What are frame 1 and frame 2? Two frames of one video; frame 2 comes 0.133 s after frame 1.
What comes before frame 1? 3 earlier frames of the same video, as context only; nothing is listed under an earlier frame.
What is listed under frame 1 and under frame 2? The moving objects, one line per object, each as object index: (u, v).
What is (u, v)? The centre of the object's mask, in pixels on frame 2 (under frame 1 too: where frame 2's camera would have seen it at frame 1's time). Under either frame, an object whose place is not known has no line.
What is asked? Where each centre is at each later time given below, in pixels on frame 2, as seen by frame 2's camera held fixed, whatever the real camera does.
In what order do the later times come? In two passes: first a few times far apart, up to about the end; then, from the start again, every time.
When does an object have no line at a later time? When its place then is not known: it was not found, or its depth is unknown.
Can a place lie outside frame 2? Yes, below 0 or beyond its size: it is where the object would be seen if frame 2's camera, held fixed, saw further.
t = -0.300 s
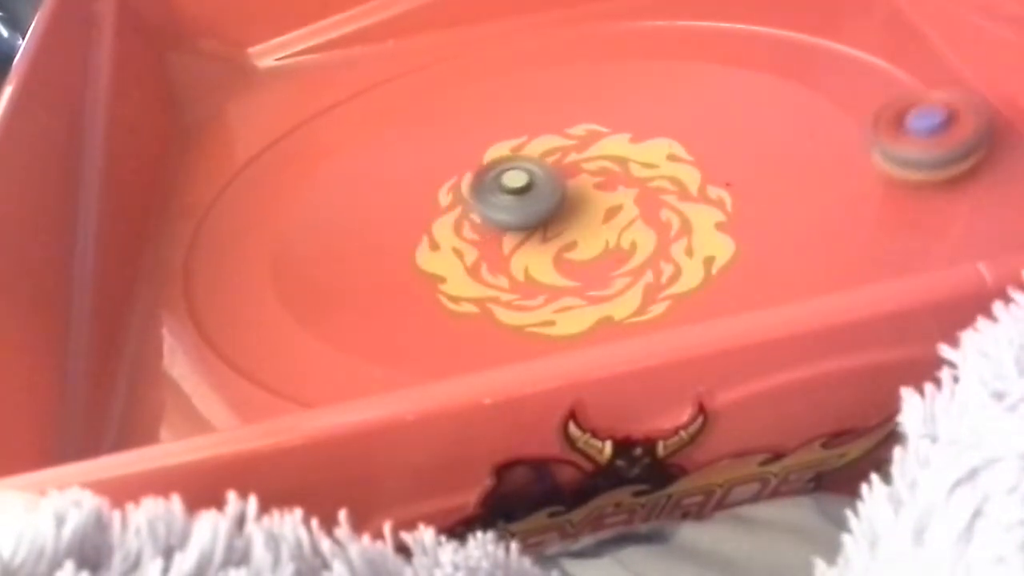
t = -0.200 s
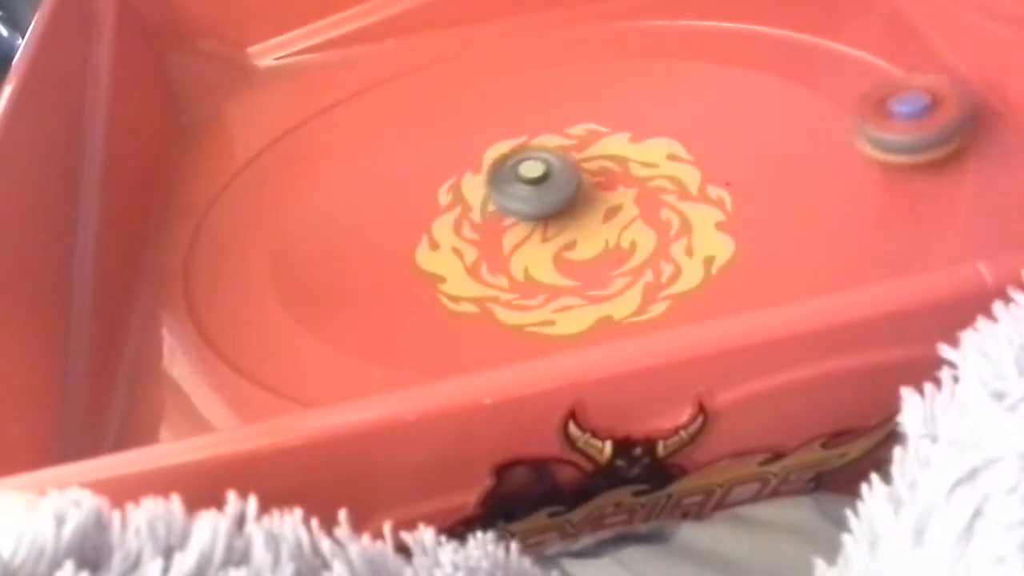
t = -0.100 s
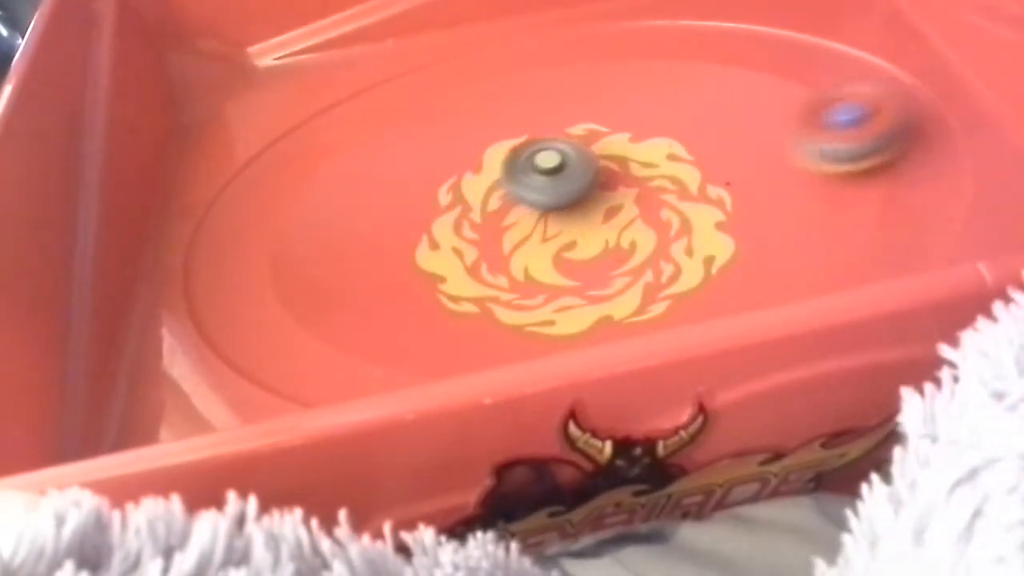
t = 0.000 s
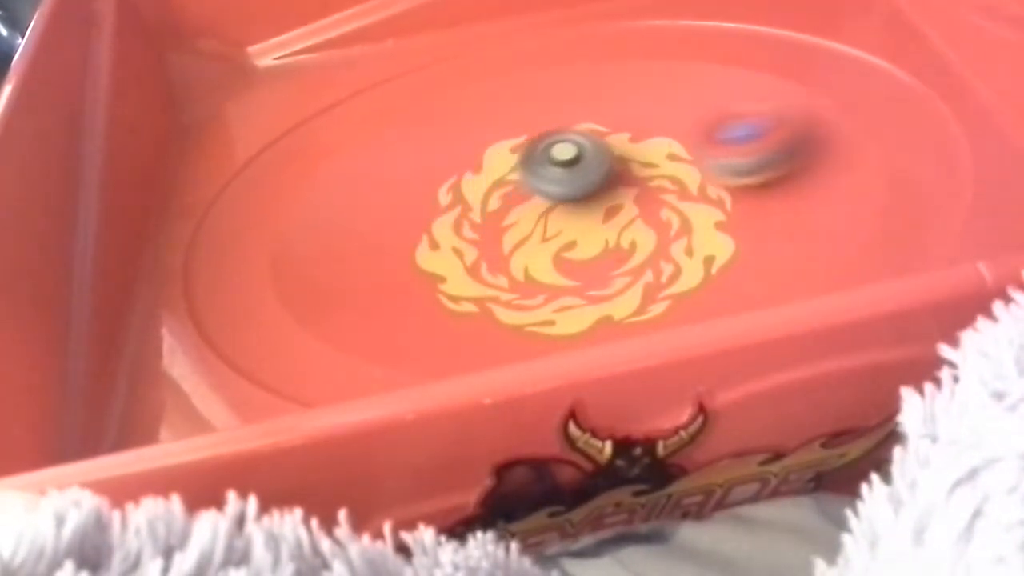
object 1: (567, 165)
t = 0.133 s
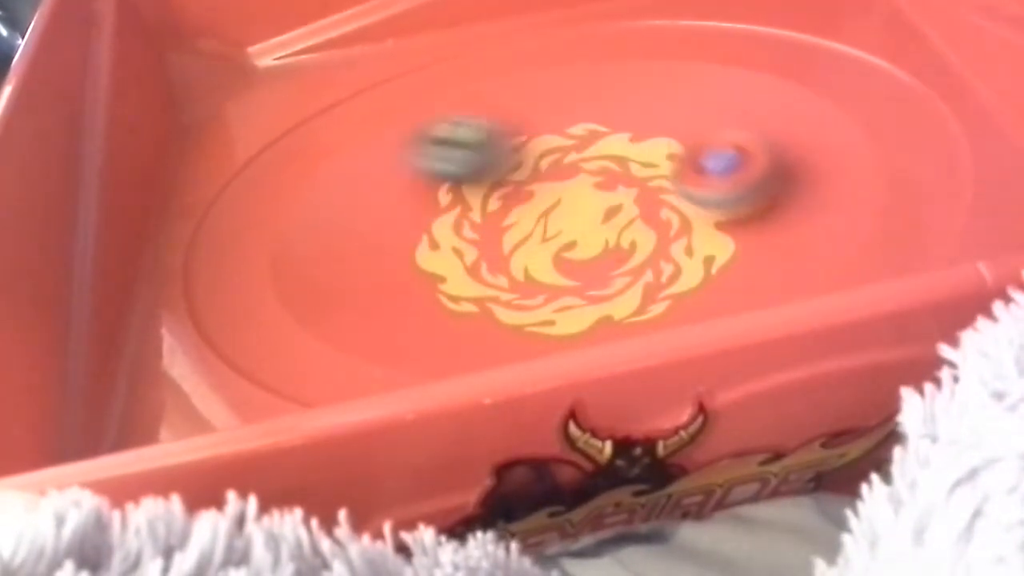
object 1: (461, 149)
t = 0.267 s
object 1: (328, 164)
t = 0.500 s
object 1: (368, 296)
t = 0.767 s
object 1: (723, 283)
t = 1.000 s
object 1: (859, 152)
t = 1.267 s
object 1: (675, 81)
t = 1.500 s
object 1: (438, 174)
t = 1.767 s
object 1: (479, 322)
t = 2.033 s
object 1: (794, 229)
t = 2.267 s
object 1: (726, 117)
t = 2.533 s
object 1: (453, 143)
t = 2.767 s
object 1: (361, 264)
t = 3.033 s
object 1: (610, 301)
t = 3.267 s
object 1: (743, 174)
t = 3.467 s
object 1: (653, 109)
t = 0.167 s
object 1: (419, 143)
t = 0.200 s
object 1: (384, 143)
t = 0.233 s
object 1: (354, 150)
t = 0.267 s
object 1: (328, 164)
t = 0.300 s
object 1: (310, 182)
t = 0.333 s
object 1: (298, 204)
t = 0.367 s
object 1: (295, 224)
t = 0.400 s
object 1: (300, 245)
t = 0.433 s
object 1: (312, 263)
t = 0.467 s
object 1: (333, 280)
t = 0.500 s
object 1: (368, 296)
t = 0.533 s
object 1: (406, 308)
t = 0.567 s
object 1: (452, 314)
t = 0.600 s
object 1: (502, 316)
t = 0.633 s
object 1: (554, 309)
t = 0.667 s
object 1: (608, 297)
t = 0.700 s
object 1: (649, 288)
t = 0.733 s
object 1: (686, 289)
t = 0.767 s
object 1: (723, 283)
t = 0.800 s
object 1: (755, 274)
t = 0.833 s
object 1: (783, 261)
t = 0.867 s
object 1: (809, 243)
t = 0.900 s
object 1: (829, 221)
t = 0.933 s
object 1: (845, 197)
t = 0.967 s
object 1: (856, 173)
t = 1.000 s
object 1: (859, 152)
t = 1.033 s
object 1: (856, 132)
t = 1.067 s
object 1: (845, 117)
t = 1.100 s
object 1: (827, 104)
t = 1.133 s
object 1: (805, 93)
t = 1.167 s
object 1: (777, 86)
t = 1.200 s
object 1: (746, 81)
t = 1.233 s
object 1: (710, 80)
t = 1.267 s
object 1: (675, 81)
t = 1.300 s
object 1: (639, 86)
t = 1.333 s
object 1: (597, 95)
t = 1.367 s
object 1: (560, 105)
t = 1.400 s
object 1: (526, 118)
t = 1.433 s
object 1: (494, 136)
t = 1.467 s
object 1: (464, 153)
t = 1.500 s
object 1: (438, 174)
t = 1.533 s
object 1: (421, 196)
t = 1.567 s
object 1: (407, 216)
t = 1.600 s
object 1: (401, 235)
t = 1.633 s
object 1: (399, 258)
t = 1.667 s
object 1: (406, 278)
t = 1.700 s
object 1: (421, 297)
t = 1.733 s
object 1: (446, 312)
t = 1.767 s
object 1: (479, 322)
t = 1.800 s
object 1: (520, 325)
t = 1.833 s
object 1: (562, 321)
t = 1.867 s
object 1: (609, 314)
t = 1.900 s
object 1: (656, 303)
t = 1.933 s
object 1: (703, 289)
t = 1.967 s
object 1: (740, 274)
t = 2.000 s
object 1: (771, 254)
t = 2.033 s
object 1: (794, 229)
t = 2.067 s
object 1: (805, 208)
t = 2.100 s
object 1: (809, 187)
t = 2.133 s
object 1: (806, 167)
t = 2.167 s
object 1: (794, 151)
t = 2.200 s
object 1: (776, 137)
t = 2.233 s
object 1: (754, 126)
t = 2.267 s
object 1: (726, 117)
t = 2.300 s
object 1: (697, 110)
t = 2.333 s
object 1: (661, 106)
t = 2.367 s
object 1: (627, 105)
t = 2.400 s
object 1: (591, 107)
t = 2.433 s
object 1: (556, 111)
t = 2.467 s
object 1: (522, 118)
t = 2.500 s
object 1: (486, 130)
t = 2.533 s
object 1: (453, 143)
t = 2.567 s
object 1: (425, 158)
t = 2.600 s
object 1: (398, 175)
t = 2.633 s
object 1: (377, 194)
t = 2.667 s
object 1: (362, 213)
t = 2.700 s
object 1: (356, 231)
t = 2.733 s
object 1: (356, 248)
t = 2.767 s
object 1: (361, 264)
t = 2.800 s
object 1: (372, 279)
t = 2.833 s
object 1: (390, 291)
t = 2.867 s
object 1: (414, 302)
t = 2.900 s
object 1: (444, 311)
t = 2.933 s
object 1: (482, 315)
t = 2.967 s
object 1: (525, 317)
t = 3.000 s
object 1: (566, 311)
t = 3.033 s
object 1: (610, 301)
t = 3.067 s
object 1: (649, 287)
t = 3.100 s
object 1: (687, 270)
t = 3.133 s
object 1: (714, 250)
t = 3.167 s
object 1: (731, 229)
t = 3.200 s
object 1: (743, 209)
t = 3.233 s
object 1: (745, 191)
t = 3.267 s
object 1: (743, 174)
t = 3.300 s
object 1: (736, 158)
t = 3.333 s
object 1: (726, 147)
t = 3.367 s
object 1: (711, 136)
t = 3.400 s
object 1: (695, 125)
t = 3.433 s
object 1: (675, 117)
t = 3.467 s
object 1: (653, 109)
